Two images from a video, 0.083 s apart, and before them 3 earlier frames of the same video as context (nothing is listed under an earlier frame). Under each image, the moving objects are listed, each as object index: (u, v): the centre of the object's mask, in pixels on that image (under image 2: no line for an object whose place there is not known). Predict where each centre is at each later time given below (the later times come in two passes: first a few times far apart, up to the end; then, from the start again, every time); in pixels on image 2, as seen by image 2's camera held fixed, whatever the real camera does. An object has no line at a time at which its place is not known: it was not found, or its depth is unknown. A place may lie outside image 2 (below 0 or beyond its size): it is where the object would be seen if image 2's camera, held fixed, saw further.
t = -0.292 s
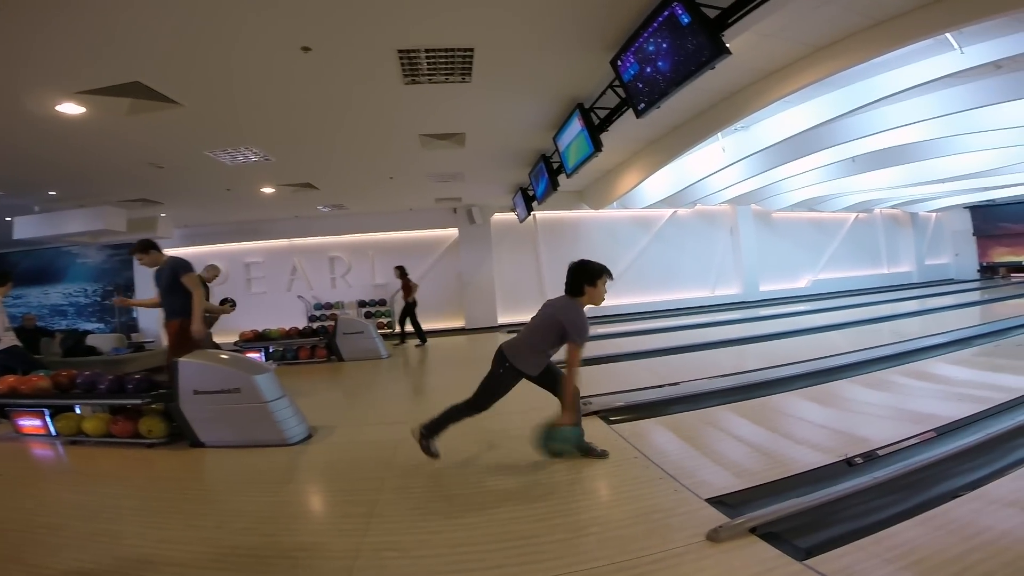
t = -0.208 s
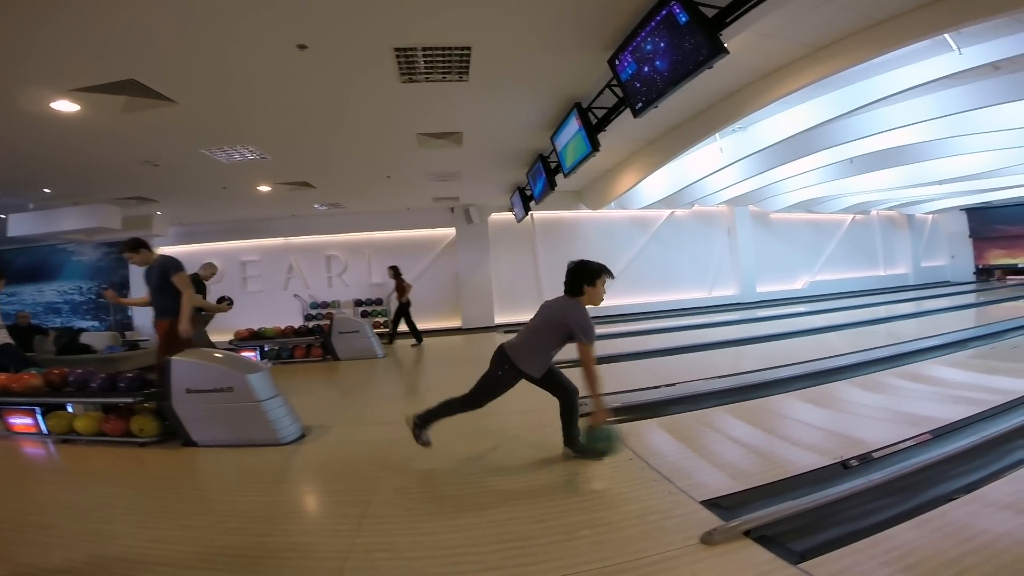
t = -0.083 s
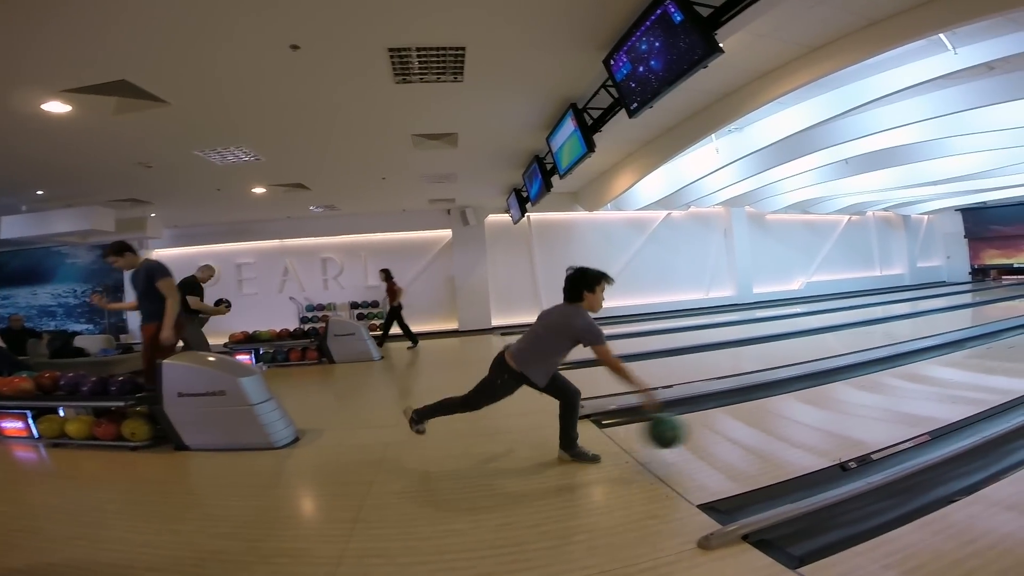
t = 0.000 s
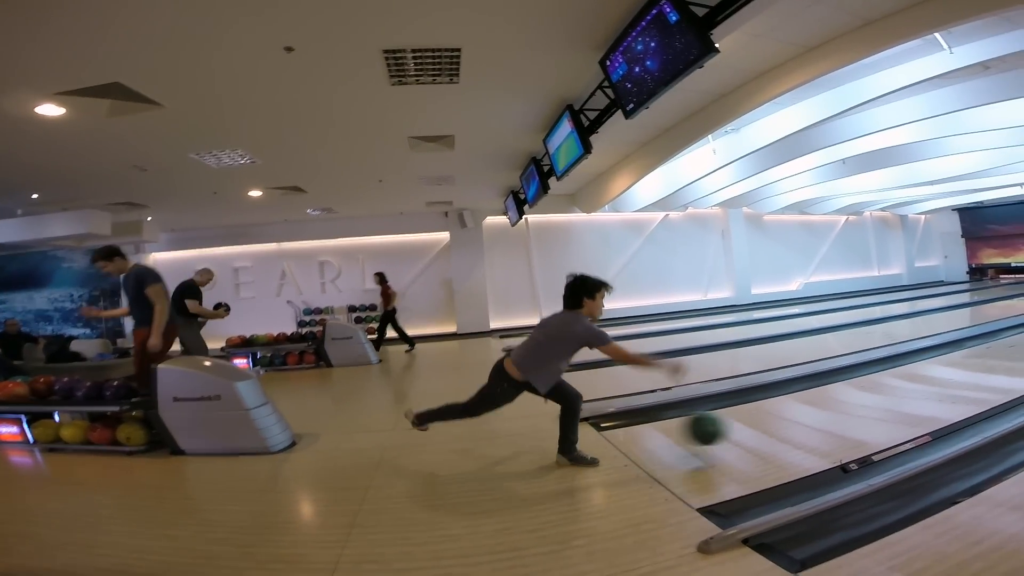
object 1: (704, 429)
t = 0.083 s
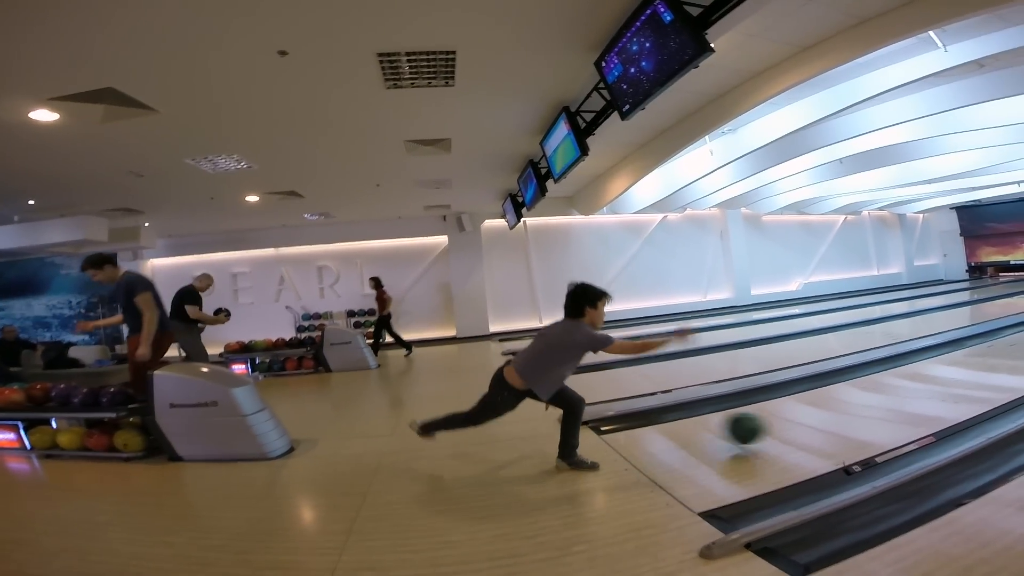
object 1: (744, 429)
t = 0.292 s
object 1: (827, 409)
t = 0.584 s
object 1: (914, 384)
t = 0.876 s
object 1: (966, 362)
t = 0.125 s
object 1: (761, 429)
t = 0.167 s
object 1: (779, 426)
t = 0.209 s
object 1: (795, 420)
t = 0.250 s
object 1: (811, 414)
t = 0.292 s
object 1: (827, 409)
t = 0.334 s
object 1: (840, 405)
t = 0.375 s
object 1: (854, 402)
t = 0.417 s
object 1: (867, 399)
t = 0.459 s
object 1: (879, 395)
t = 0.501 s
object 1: (891, 391)
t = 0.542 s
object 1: (903, 387)
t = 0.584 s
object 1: (914, 384)
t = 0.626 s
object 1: (923, 381)
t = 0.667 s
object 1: (932, 377)
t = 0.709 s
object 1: (941, 374)
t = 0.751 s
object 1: (950, 370)
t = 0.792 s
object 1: (958, 368)
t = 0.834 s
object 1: (964, 365)
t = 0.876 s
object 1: (966, 362)
